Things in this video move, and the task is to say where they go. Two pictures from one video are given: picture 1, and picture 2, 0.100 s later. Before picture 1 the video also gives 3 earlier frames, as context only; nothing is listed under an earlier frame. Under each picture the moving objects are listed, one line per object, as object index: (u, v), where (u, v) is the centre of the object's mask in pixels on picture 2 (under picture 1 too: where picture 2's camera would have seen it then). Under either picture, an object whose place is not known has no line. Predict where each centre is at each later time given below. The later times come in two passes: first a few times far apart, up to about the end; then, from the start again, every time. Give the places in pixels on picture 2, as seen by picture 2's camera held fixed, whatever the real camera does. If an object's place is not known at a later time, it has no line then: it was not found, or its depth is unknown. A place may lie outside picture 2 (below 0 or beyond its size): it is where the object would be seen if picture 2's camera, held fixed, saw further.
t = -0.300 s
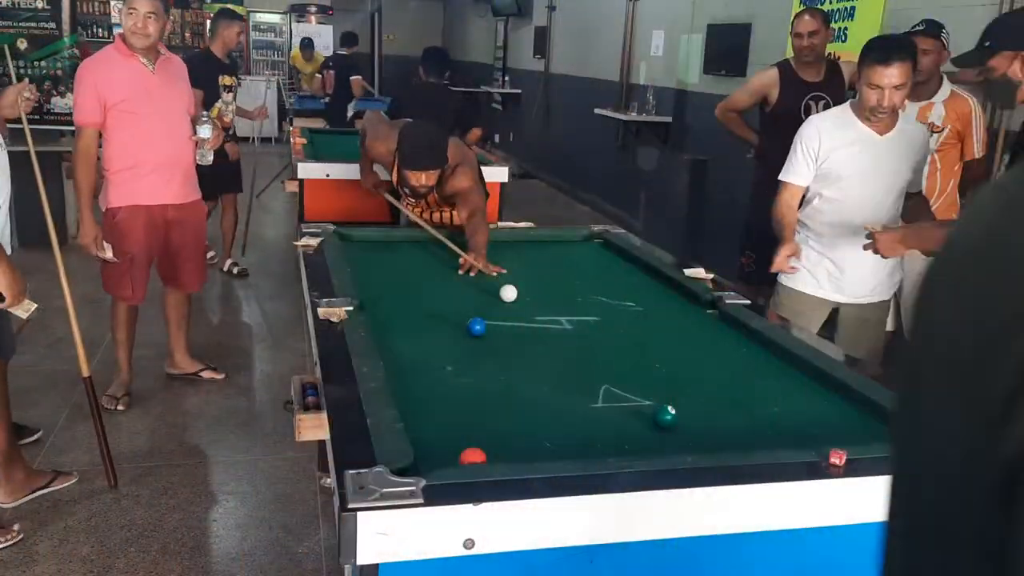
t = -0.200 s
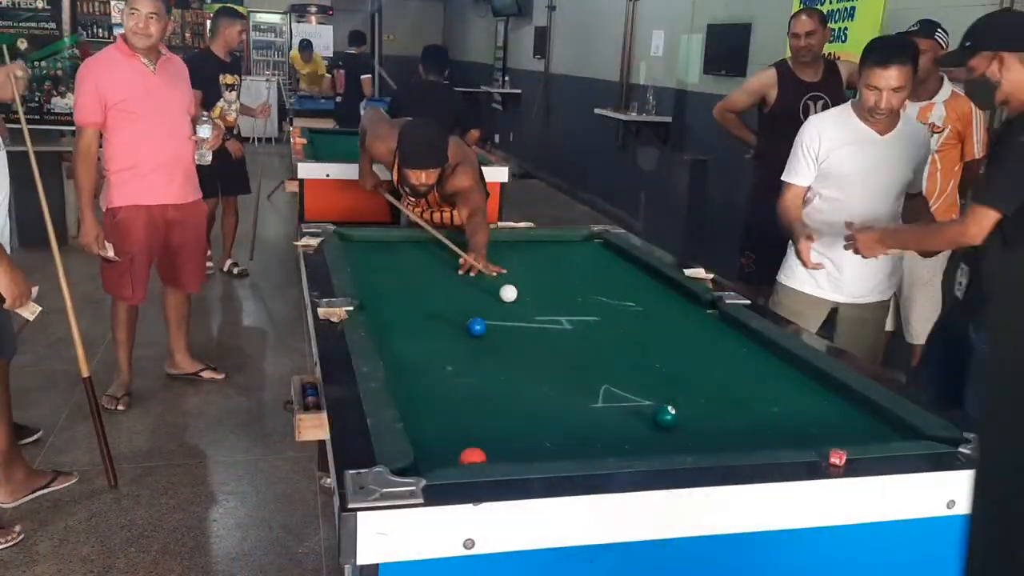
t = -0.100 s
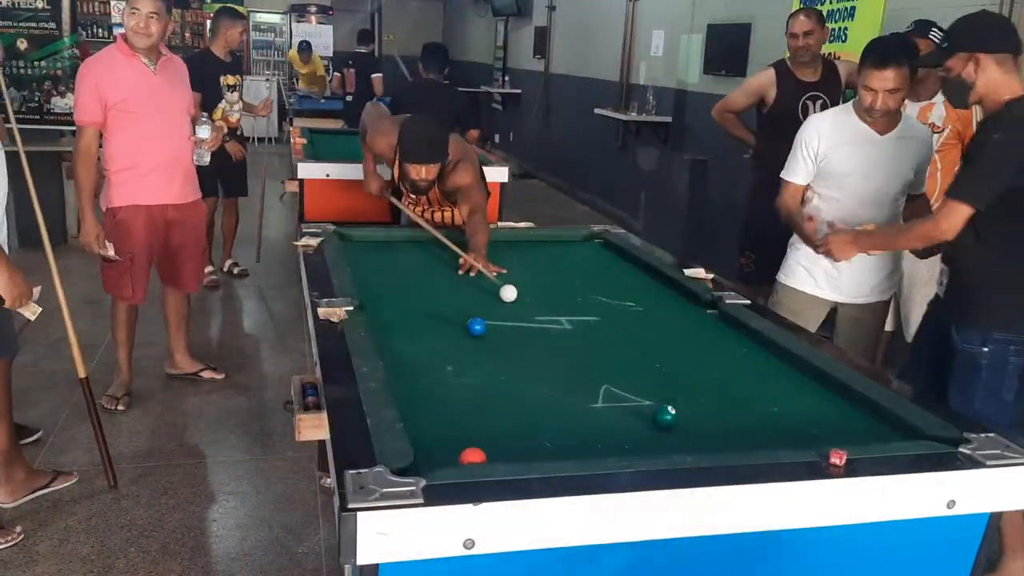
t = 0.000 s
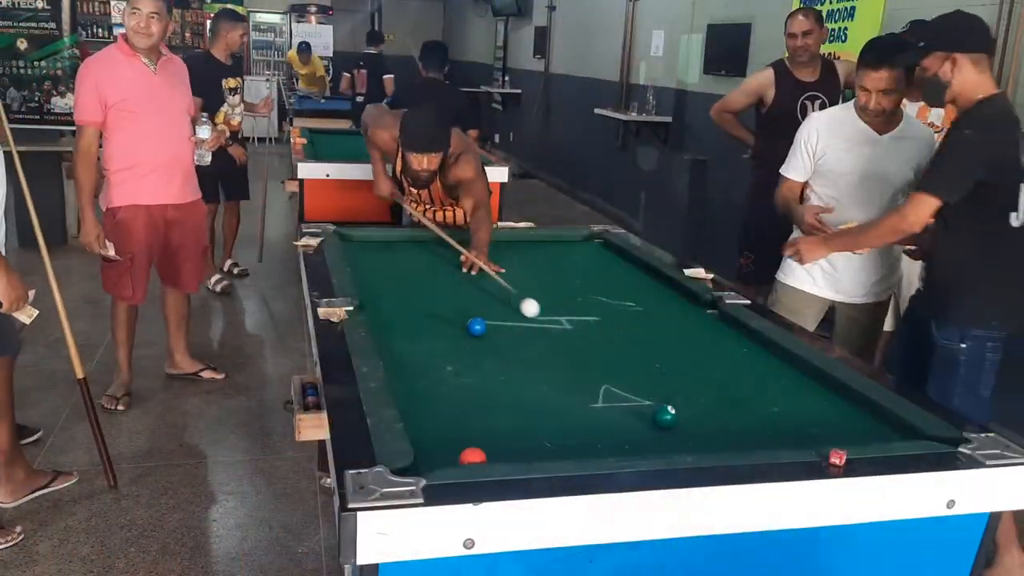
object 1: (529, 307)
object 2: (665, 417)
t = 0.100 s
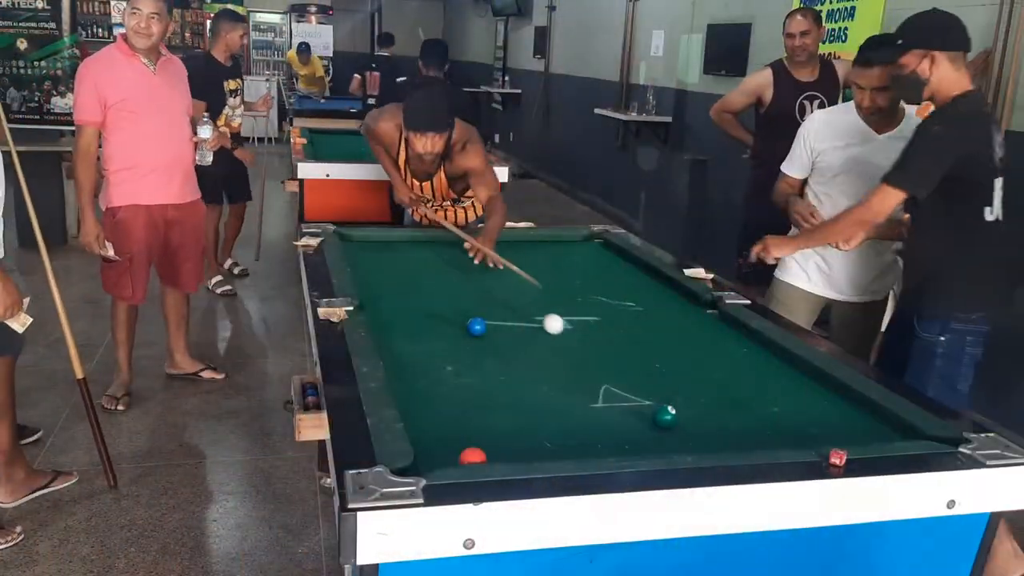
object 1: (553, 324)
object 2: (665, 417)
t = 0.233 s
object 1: (588, 348)
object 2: (665, 417)
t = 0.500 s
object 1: (682, 409)
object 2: (664, 417)
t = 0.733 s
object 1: (768, 432)
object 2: (637, 437)
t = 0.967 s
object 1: (770, 397)
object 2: (610, 449)
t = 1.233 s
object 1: (773, 365)
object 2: (575, 448)
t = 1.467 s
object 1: (756, 344)
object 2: (549, 440)
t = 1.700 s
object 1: (710, 329)
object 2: (525, 433)
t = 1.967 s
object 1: (665, 315)
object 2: (504, 427)
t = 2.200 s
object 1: (631, 304)
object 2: (489, 421)
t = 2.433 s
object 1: (601, 294)
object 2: (476, 418)
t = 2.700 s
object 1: (570, 284)
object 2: (467, 415)
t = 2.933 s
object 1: (547, 276)
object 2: (464, 414)
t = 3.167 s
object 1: (526, 269)
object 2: (463, 413)
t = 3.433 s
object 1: (506, 262)
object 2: (463, 413)
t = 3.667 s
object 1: (490, 257)
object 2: (463, 414)
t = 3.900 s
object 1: (476, 252)
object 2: (463, 413)
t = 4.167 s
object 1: (462, 247)
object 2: (463, 413)
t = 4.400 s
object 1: (451, 243)
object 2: (463, 414)
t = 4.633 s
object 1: (441, 240)
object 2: (463, 414)
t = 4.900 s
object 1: (432, 237)
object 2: (462, 414)
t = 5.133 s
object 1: (430, 238)
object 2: (463, 414)
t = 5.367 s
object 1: (429, 239)
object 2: (463, 414)
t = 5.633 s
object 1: (428, 241)
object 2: (463, 413)
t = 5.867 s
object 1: (428, 242)
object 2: (463, 414)
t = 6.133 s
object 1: (428, 243)
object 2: (463, 414)
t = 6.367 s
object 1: (428, 244)
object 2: (463, 414)
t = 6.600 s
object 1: (429, 244)
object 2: (463, 414)
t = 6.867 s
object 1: (429, 244)
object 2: (463, 413)
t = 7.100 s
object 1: (430, 244)
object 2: (463, 414)
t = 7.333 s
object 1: (429, 244)
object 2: (463, 413)
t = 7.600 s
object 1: (430, 244)
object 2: (463, 413)
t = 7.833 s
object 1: (429, 244)
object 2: (463, 414)
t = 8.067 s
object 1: (429, 244)
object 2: (463, 413)
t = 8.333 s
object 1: (430, 244)
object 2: (463, 414)
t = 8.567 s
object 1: (430, 244)
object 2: (463, 414)
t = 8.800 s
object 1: (430, 244)
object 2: (463, 413)
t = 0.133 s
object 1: (561, 330)
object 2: (665, 417)
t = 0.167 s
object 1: (570, 336)
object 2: (665, 417)
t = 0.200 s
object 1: (579, 342)
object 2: (665, 417)
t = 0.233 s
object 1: (588, 348)
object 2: (665, 417)
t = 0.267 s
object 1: (598, 355)
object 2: (665, 417)
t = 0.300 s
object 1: (608, 362)
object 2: (665, 417)
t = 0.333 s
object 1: (619, 369)
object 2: (665, 416)
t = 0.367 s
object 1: (630, 376)
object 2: (665, 416)
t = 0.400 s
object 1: (641, 384)
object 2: (665, 416)
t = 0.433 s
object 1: (653, 392)
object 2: (665, 416)
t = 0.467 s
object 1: (667, 398)
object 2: (665, 416)
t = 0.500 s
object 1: (682, 409)
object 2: (664, 417)
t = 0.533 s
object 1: (698, 416)
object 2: (660, 420)
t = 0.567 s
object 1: (715, 423)
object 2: (655, 425)
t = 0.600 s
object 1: (733, 431)
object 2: (652, 428)
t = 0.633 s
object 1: (751, 437)
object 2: (648, 430)
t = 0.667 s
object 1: (769, 441)
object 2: (645, 431)
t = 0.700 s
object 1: (770, 436)
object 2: (641, 433)
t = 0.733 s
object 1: (768, 432)
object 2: (637, 437)
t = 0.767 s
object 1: (768, 426)
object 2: (633, 438)
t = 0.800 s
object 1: (769, 422)
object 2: (630, 440)
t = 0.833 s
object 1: (769, 417)
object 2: (626, 442)
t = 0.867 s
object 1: (769, 411)
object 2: (623, 445)
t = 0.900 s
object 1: (770, 406)
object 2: (618, 447)
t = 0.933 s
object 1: (770, 401)
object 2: (615, 447)
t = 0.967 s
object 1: (770, 397)
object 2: (610, 449)
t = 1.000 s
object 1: (771, 393)
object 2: (608, 451)
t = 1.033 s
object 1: (771, 388)
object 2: (603, 450)
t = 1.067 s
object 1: (772, 384)
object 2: (597, 450)
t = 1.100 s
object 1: (772, 380)
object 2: (593, 449)
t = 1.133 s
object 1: (772, 376)
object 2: (588, 449)
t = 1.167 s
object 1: (772, 372)
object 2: (584, 448)
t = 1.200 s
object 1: (773, 368)
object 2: (579, 448)
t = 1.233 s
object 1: (773, 365)
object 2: (575, 448)
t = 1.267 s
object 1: (773, 361)
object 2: (571, 447)
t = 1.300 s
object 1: (774, 358)
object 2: (568, 446)
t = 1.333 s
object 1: (774, 354)
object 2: (564, 444)
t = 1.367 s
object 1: (774, 351)
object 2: (560, 444)
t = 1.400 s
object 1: (770, 348)
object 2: (557, 442)
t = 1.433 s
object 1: (763, 346)
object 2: (553, 440)
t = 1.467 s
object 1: (756, 344)
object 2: (549, 440)
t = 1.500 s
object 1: (749, 342)
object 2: (545, 438)
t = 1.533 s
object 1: (742, 340)
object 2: (541, 437)
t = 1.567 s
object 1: (735, 337)
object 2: (537, 436)
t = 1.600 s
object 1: (728, 335)
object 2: (534, 435)
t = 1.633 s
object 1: (722, 333)
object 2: (531, 435)
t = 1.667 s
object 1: (716, 331)
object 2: (528, 434)
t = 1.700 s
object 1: (710, 329)
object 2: (525, 433)
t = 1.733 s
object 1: (704, 327)
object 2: (521, 432)
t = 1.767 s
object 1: (698, 325)
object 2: (519, 431)
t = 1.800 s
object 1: (693, 324)
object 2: (516, 431)
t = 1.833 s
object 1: (687, 322)
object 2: (513, 430)
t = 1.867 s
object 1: (681, 320)
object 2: (511, 429)
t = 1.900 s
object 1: (676, 318)
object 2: (509, 428)
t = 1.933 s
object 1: (670, 317)
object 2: (506, 427)
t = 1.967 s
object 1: (665, 315)
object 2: (504, 427)
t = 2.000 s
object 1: (660, 313)
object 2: (501, 426)
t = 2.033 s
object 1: (655, 312)
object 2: (499, 426)
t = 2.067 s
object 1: (650, 310)
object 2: (497, 425)
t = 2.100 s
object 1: (645, 308)
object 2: (495, 424)
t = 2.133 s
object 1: (641, 307)
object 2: (493, 423)
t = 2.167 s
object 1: (636, 305)
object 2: (491, 422)
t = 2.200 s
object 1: (631, 304)
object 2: (489, 421)
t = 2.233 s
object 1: (626, 302)
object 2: (487, 421)
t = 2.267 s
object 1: (622, 301)
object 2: (485, 421)
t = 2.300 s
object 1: (617, 299)
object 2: (483, 421)
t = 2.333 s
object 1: (613, 298)
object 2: (481, 420)
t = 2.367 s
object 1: (608, 296)
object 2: (480, 420)
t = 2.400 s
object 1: (605, 295)
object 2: (478, 418)
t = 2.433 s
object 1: (601, 294)
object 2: (476, 418)
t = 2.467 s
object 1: (597, 293)
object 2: (475, 418)
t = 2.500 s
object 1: (593, 291)
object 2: (474, 417)
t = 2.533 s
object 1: (589, 290)
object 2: (473, 417)
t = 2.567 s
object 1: (585, 289)
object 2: (472, 416)
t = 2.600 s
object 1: (581, 287)
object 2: (470, 416)
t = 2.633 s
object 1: (578, 286)
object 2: (469, 416)
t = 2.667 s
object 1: (574, 285)
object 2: (468, 416)
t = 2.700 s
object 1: (570, 284)
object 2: (467, 415)
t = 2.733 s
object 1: (567, 283)
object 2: (466, 415)
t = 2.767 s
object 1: (563, 282)
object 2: (465, 415)
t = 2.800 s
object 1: (560, 281)
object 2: (465, 414)
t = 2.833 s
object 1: (556, 279)
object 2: (464, 415)
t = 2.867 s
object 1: (553, 278)
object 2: (464, 414)
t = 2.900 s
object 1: (550, 277)
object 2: (464, 414)
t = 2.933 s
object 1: (547, 276)
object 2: (464, 414)
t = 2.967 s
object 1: (544, 275)
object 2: (463, 414)
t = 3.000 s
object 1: (541, 274)
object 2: (463, 414)
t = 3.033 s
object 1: (538, 273)
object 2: (463, 414)
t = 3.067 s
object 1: (535, 272)
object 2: (463, 413)
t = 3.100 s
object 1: (532, 271)
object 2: (463, 414)
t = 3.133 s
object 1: (529, 270)
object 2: (463, 413)
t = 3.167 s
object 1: (526, 269)
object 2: (463, 413)
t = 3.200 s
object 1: (523, 269)
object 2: (463, 413)
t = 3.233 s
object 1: (521, 268)
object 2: (463, 413)
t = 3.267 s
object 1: (518, 267)
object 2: (463, 414)
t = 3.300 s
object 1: (516, 266)
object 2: (463, 413)
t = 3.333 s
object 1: (513, 265)
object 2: (463, 413)
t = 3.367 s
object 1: (511, 264)
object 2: (463, 413)
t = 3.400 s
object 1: (508, 263)
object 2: (463, 413)
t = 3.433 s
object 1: (506, 262)
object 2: (463, 413)
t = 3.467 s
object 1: (503, 262)
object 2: (463, 413)
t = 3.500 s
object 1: (501, 261)
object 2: (463, 413)
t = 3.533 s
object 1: (499, 260)
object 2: (463, 413)
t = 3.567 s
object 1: (496, 259)
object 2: (463, 413)
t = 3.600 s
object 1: (494, 258)
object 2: (463, 413)
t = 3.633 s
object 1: (492, 258)
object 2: (463, 413)
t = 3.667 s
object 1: (490, 257)
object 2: (463, 414)
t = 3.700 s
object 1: (488, 256)
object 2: (463, 414)
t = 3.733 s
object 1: (485, 256)
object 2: (463, 414)
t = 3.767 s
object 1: (483, 255)
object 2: (463, 413)
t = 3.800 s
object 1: (482, 254)
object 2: (463, 414)
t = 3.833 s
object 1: (480, 253)
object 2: (463, 414)
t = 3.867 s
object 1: (478, 253)
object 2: (463, 414)
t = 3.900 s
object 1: (476, 252)
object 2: (463, 413)
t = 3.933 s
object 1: (474, 252)
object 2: (463, 413)
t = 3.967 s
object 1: (472, 251)
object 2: (463, 413)
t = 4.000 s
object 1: (470, 250)
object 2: (463, 413)
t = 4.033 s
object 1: (468, 250)
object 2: (463, 413)
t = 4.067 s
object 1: (467, 249)
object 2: (463, 413)
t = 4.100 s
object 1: (465, 248)
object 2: (463, 414)
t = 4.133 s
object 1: (463, 248)
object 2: (463, 414)
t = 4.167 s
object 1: (462, 247)
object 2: (463, 413)
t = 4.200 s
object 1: (460, 247)
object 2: (463, 413)
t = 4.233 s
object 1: (458, 246)
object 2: (463, 413)
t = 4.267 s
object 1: (457, 246)
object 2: (463, 413)
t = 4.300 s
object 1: (455, 245)
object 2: (463, 413)
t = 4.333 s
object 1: (454, 245)
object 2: (463, 413)
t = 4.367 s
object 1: (452, 244)
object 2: (463, 413)
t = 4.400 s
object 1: (451, 243)
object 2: (463, 414)
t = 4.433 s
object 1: (449, 243)
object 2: (463, 414)
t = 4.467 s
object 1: (448, 242)
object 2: (463, 414)
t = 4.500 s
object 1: (446, 242)
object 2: (463, 414)
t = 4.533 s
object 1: (445, 242)
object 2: (463, 414)
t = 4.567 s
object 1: (444, 241)
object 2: (463, 414)
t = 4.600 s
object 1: (443, 241)
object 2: (463, 414)
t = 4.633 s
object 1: (441, 240)
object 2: (463, 414)
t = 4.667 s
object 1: (440, 240)
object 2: (463, 414)
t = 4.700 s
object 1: (439, 239)
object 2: (463, 414)
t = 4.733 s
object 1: (437, 239)
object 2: (463, 414)
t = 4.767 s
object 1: (436, 239)
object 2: (463, 414)
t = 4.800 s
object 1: (436, 238)
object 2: (462, 414)
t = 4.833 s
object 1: (434, 238)
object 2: (462, 414)
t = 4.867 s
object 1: (433, 237)
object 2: (462, 414)
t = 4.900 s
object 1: (432, 237)
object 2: (462, 414)
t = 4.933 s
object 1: (431, 237)
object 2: (463, 414)
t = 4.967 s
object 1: (431, 237)
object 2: (463, 414)
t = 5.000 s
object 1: (431, 237)
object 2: (463, 414)
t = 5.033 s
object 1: (430, 237)
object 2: (463, 414)
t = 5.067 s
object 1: (430, 237)
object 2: (463, 414)
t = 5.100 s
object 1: (430, 237)
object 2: (462, 414)
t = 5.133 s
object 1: (430, 238)
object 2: (463, 414)
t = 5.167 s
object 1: (429, 238)
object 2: (462, 414)
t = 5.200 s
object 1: (429, 238)
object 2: (463, 414)
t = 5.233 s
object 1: (429, 238)
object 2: (463, 414)
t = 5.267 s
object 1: (429, 239)
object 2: (463, 414)
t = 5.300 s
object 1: (429, 239)
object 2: (463, 414)
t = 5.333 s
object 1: (429, 239)
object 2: (463, 414)
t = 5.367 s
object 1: (429, 239)
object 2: (463, 414)
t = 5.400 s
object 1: (429, 239)
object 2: (463, 414)
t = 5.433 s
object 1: (428, 240)
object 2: (463, 414)
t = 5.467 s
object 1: (428, 240)
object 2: (463, 413)
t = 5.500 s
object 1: (428, 240)
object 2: (462, 414)
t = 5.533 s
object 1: (428, 240)
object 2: (463, 413)
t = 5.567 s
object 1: (428, 241)
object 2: (463, 413)
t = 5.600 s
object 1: (428, 241)
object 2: (462, 414)
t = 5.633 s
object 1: (428, 241)
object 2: (463, 413)
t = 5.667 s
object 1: (428, 241)
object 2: (463, 414)
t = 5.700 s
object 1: (428, 241)
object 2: (463, 414)
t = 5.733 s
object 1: (428, 241)
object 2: (463, 414)
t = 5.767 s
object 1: (428, 242)
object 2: (463, 414)
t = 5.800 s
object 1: (428, 242)
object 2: (463, 414)
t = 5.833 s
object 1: (428, 242)
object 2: (463, 414)
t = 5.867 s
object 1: (428, 242)
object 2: (463, 414)
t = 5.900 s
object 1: (428, 242)
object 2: (463, 414)
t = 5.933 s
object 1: (428, 242)
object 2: (463, 414)
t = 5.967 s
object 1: (428, 242)
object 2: (463, 414)
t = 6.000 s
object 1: (428, 243)
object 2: (463, 414)
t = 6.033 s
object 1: (428, 243)
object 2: (463, 413)
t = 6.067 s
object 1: (428, 243)
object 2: (463, 413)
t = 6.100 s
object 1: (428, 243)
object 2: (463, 414)
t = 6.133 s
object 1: (428, 243)
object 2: (463, 414)
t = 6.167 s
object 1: (428, 243)
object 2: (463, 414)
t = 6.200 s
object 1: (428, 243)
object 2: (463, 414)
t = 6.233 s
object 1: (428, 243)
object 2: (463, 413)
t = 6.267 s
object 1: (428, 243)
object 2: (463, 414)
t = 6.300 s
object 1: (428, 243)
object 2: (463, 414)
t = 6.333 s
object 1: (428, 243)
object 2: (463, 413)
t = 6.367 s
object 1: (428, 244)
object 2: (463, 414)
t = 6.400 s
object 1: (428, 244)
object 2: (463, 413)
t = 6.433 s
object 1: (428, 244)
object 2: (463, 413)
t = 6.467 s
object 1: (428, 244)
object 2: (463, 413)
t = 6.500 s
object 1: (428, 244)
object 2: (463, 414)
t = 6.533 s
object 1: (428, 244)
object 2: (463, 413)
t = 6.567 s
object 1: (429, 244)
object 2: (463, 414)
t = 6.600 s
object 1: (429, 244)
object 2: (463, 414)
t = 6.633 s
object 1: (429, 244)
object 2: (463, 414)
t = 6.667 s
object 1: (429, 244)
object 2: (463, 414)
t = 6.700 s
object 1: (429, 244)
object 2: (463, 414)
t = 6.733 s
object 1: (429, 244)
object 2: (463, 414)
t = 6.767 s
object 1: (429, 244)
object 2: (463, 414)
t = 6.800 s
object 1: (429, 244)
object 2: (463, 414)
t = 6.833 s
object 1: (429, 244)
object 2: (463, 414)
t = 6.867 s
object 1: (429, 244)
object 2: (463, 413)
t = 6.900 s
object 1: (430, 244)
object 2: (463, 414)
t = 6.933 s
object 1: (430, 244)
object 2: (463, 413)
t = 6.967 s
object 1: (430, 244)
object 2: (463, 413)
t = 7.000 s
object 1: (430, 244)
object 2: (463, 414)
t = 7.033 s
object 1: (430, 244)
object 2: (463, 414)
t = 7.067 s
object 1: (430, 244)
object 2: (463, 413)
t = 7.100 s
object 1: (430, 244)
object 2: (463, 414)
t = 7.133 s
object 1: (430, 244)
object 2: (463, 414)
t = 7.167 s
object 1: (430, 244)
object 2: (463, 414)
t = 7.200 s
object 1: (429, 244)
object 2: (463, 413)
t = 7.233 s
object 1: (429, 244)
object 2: (463, 413)
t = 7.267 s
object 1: (429, 244)
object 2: (463, 414)
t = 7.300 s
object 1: (429, 244)
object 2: (463, 414)
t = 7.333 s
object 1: (429, 244)
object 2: (463, 413)
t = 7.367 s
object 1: (429, 244)
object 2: (463, 414)
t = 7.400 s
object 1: (429, 244)
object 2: (463, 413)
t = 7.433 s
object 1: (429, 244)
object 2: (463, 413)
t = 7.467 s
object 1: (430, 244)
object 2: (463, 414)
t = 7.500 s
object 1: (430, 244)
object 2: (463, 414)
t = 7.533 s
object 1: (430, 244)
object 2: (463, 414)
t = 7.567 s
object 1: (430, 244)
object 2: (463, 413)
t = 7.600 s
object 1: (430, 244)
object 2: (463, 413)
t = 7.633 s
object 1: (430, 244)
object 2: (463, 413)
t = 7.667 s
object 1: (430, 244)
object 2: (463, 413)
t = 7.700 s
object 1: (430, 244)
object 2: (463, 413)
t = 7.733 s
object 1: (429, 244)
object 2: (463, 414)
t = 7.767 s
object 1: (429, 244)
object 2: (463, 414)
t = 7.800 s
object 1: (429, 244)
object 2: (463, 413)
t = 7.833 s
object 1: (429, 244)
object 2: (463, 414)
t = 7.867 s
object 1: (429, 244)
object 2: (463, 414)
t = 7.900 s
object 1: (430, 244)
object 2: (463, 413)
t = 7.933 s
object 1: (430, 244)
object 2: (463, 414)
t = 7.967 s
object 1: (429, 244)
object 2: (463, 414)
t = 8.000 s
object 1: (430, 244)
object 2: (463, 414)
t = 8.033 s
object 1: (429, 244)
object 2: (463, 414)
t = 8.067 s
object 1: (429, 244)
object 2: (463, 413)
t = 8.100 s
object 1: (430, 244)
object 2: (463, 413)
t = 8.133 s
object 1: (430, 244)
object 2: (463, 414)
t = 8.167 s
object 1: (430, 244)
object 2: (463, 414)
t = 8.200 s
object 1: (430, 244)
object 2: (463, 413)
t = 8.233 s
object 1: (430, 244)
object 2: (463, 413)
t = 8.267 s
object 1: (430, 244)
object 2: (463, 413)
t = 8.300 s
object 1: (430, 244)
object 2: (463, 413)
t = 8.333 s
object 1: (430, 244)
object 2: (463, 414)
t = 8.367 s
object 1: (430, 244)
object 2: (463, 414)
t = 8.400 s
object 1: (430, 244)
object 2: (463, 414)
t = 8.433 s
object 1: (430, 244)
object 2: (463, 414)
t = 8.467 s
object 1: (429, 244)
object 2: (463, 414)
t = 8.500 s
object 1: (429, 244)
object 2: (463, 413)
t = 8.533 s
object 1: (429, 244)
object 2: (463, 413)
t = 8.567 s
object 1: (430, 244)
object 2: (463, 414)
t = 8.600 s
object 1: (430, 244)
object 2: (463, 413)
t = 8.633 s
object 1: (430, 244)
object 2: (463, 413)
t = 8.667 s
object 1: (430, 244)
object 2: (463, 413)
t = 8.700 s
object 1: (430, 244)
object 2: (463, 414)
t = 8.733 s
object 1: (430, 244)
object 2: (463, 414)
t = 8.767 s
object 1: (430, 244)
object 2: (463, 414)
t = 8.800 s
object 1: (430, 244)
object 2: (463, 413)
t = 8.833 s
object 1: (430, 244)
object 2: (463, 413)
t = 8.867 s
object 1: (430, 244)
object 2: (463, 413)
